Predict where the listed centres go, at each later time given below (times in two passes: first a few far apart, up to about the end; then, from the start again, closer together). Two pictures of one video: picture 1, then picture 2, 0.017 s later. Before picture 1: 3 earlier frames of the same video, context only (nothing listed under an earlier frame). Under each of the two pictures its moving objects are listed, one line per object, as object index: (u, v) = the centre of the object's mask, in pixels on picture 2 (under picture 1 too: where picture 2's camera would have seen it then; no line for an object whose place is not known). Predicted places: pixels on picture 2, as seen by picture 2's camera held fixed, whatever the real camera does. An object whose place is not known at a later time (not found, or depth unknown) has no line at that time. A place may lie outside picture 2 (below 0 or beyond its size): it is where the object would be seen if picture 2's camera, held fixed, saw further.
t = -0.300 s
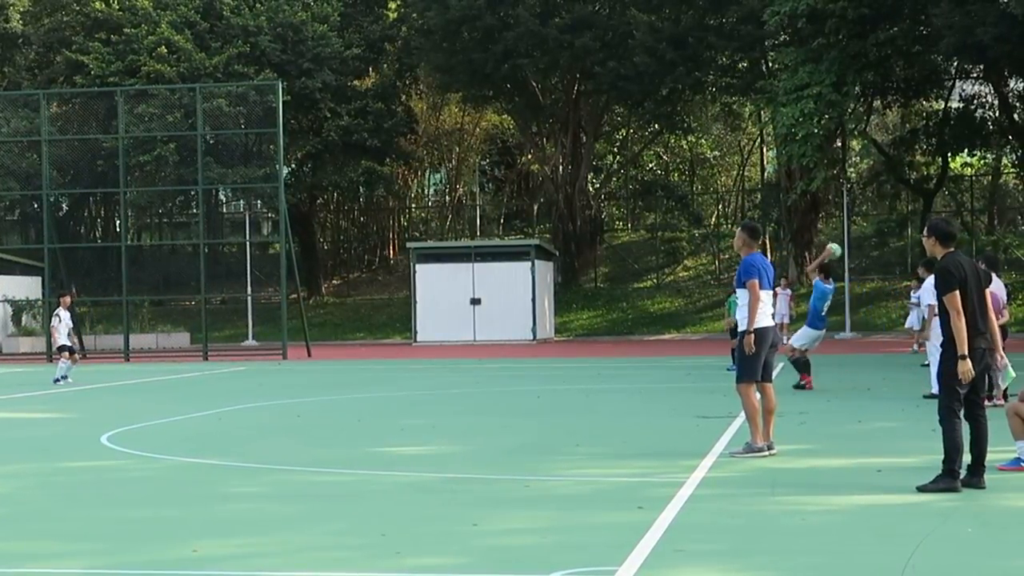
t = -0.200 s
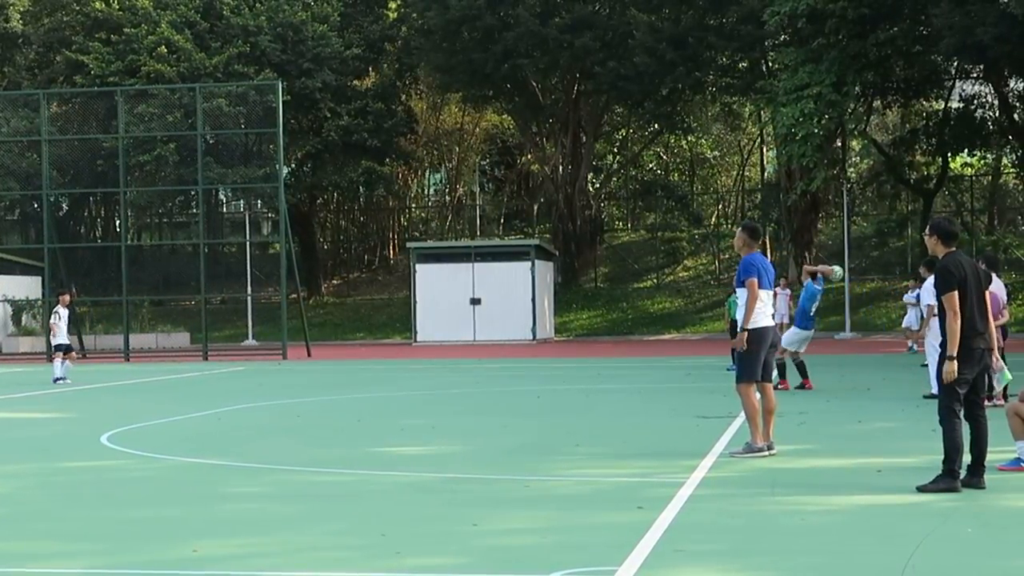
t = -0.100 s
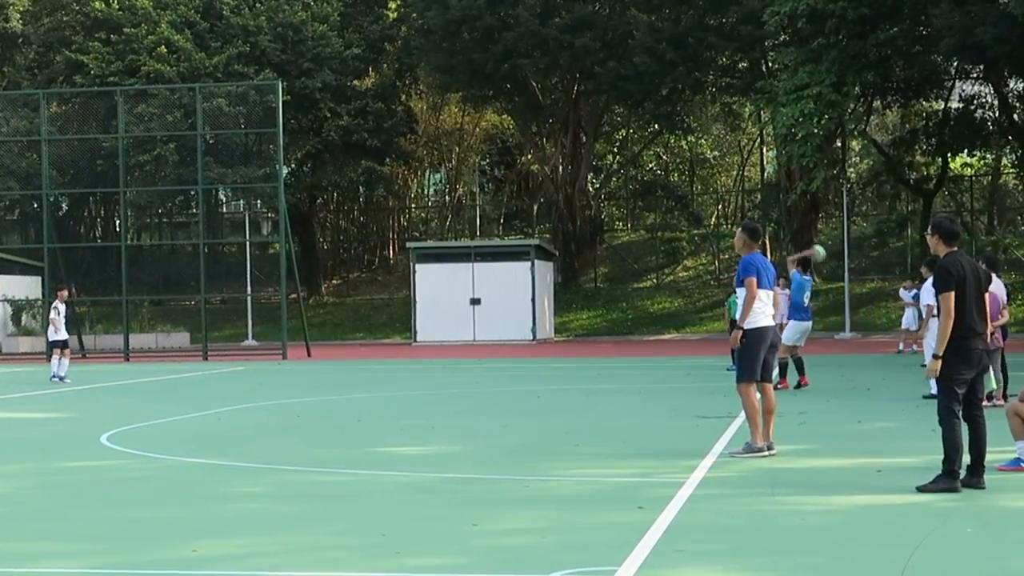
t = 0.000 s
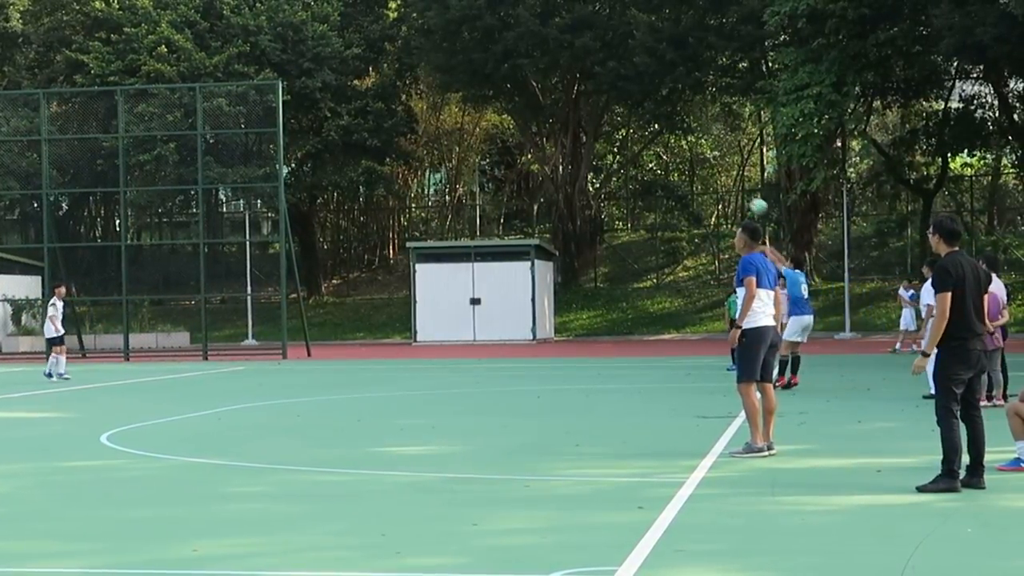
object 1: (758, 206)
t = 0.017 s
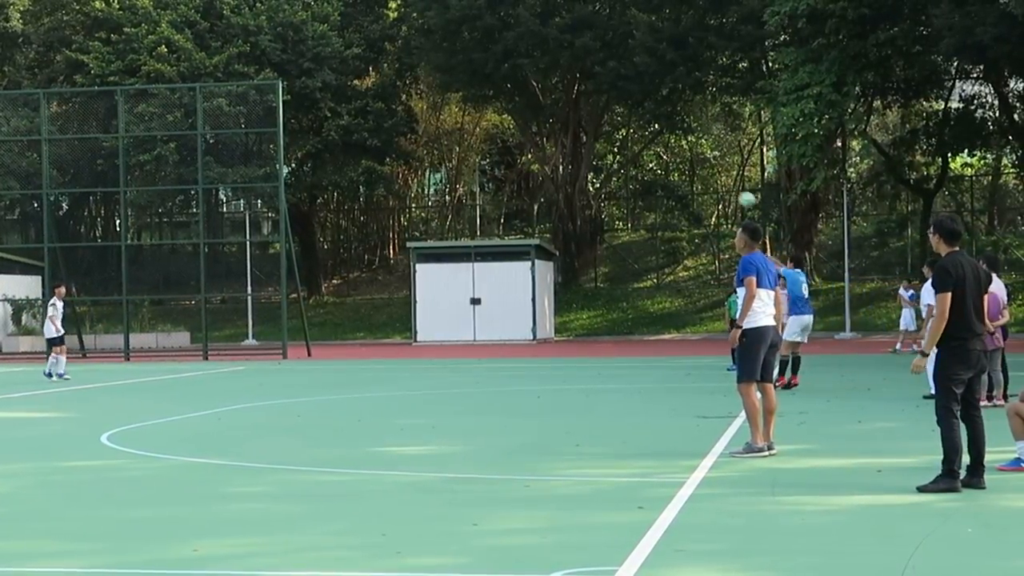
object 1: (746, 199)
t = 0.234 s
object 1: (606, 136)
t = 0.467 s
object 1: (478, 106)
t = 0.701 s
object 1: (367, 107)
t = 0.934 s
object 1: (270, 137)
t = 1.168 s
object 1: (180, 188)
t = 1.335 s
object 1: (120, 240)
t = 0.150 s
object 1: (658, 157)
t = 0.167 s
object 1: (647, 152)
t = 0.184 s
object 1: (637, 148)
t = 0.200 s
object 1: (626, 144)
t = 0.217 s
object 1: (616, 140)
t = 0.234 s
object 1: (606, 136)
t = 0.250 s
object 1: (596, 133)
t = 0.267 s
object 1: (586, 130)
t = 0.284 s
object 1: (577, 127)
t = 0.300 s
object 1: (567, 124)
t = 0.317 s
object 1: (558, 121)
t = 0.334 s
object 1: (548, 119)
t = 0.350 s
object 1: (539, 116)
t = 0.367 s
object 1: (530, 114)
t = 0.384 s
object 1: (521, 112)
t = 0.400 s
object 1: (512, 111)
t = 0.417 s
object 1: (503, 109)
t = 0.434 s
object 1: (495, 107)
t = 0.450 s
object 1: (486, 106)
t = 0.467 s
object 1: (478, 106)
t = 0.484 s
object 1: (469, 105)
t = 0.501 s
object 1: (461, 104)
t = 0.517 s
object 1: (453, 103)
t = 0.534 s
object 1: (444, 102)
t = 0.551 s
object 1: (436, 103)
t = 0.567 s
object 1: (428, 102)
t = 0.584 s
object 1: (421, 102)
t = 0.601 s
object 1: (413, 103)
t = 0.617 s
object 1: (405, 103)
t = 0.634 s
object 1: (397, 103)
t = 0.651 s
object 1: (389, 104)
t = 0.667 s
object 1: (381, 105)
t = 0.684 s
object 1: (374, 105)
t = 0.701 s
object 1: (367, 107)
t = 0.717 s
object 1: (359, 108)
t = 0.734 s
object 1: (352, 109)
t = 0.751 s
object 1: (345, 110)
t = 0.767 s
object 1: (338, 112)
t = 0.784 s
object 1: (330, 114)
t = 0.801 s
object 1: (323, 116)
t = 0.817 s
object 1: (316, 118)
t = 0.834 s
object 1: (309, 120)
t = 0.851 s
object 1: (302, 123)
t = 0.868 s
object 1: (296, 125)
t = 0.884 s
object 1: (289, 128)
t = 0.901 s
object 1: (282, 131)
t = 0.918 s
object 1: (276, 134)
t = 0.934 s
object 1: (270, 137)
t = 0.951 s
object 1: (263, 140)
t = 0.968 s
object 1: (257, 143)
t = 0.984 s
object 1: (251, 146)
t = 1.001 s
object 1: (245, 150)
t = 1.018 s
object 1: (238, 154)
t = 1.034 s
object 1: (231, 157)
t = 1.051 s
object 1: (223, 160)
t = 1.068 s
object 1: (217, 164)
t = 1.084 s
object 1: (211, 167)
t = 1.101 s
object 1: (205, 171)
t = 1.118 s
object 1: (198, 175)
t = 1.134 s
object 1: (192, 180)
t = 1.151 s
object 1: (186, 184)
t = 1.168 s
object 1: (180, 188)
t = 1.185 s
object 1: (174, 192)
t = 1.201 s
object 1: (168, 197)
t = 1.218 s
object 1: (161, 201)
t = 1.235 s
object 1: (155, 205)
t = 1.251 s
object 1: (148, 209)
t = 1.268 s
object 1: (143, 213)
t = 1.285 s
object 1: (137, 221)
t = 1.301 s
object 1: (132, 228)
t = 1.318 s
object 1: (126, 233)
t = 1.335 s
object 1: (120, 240)
